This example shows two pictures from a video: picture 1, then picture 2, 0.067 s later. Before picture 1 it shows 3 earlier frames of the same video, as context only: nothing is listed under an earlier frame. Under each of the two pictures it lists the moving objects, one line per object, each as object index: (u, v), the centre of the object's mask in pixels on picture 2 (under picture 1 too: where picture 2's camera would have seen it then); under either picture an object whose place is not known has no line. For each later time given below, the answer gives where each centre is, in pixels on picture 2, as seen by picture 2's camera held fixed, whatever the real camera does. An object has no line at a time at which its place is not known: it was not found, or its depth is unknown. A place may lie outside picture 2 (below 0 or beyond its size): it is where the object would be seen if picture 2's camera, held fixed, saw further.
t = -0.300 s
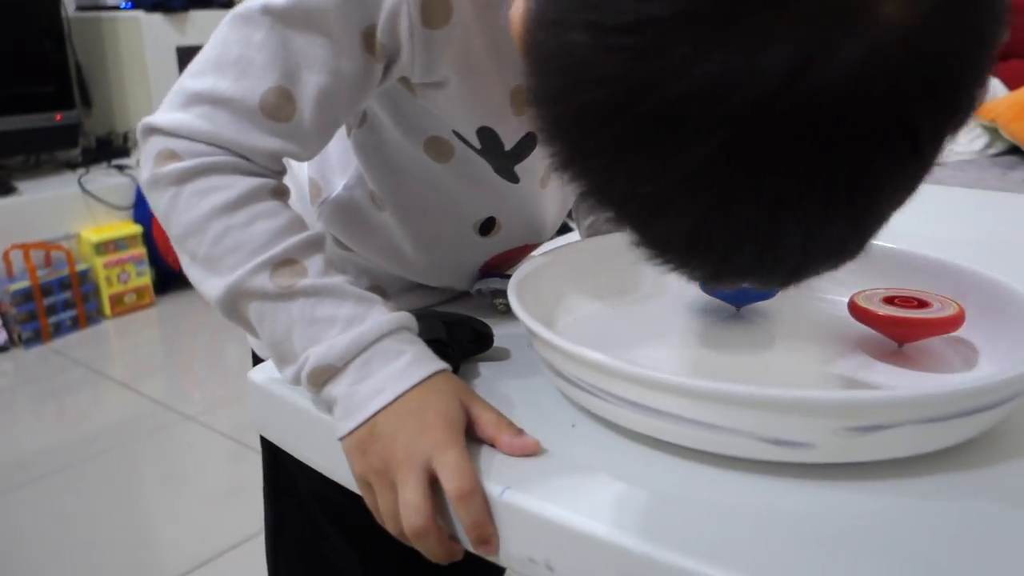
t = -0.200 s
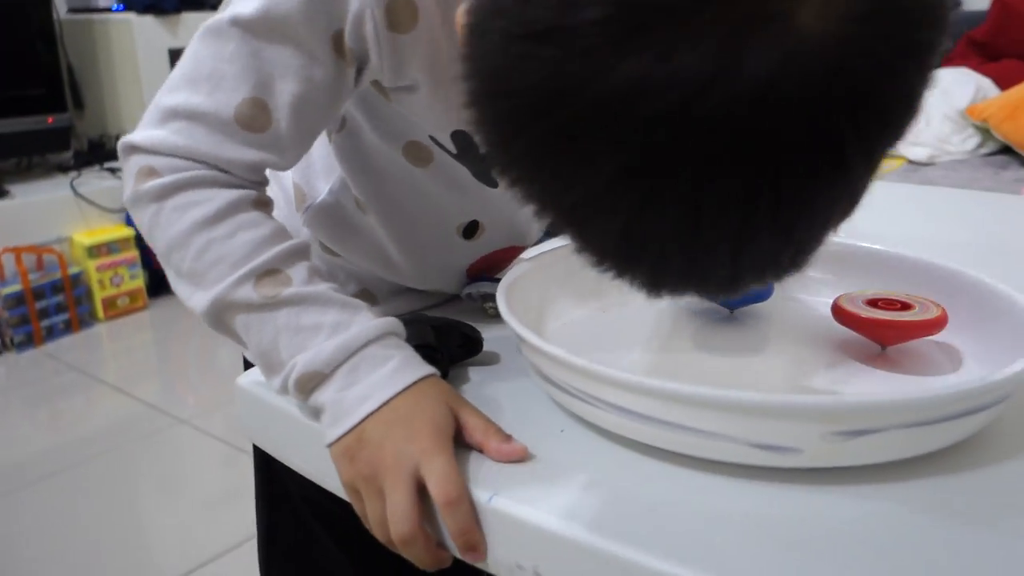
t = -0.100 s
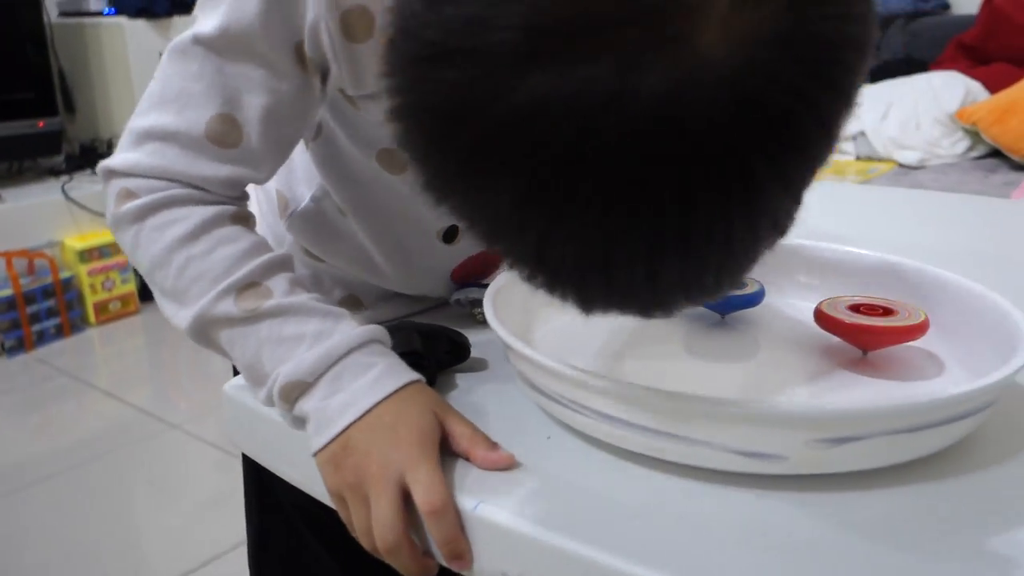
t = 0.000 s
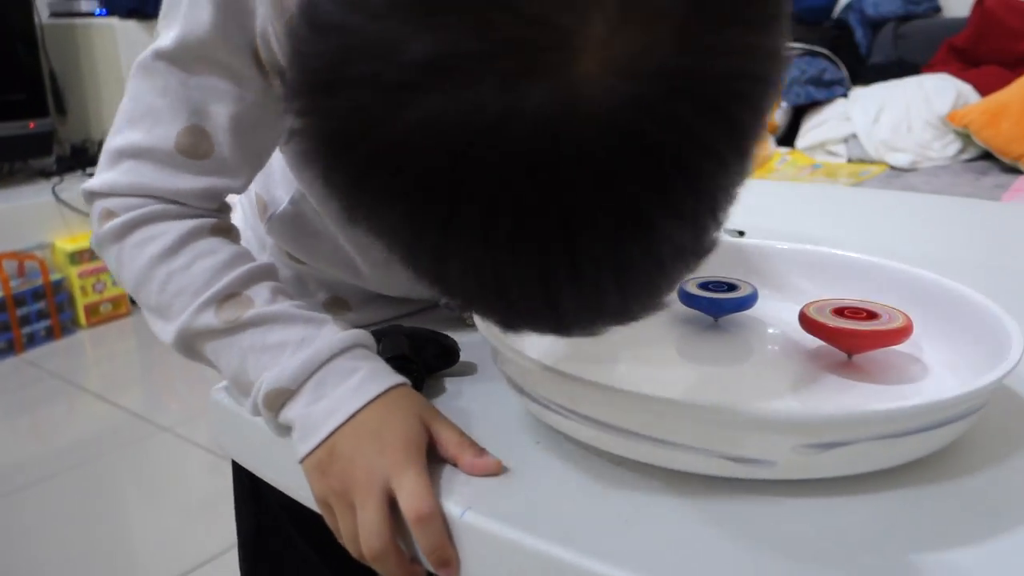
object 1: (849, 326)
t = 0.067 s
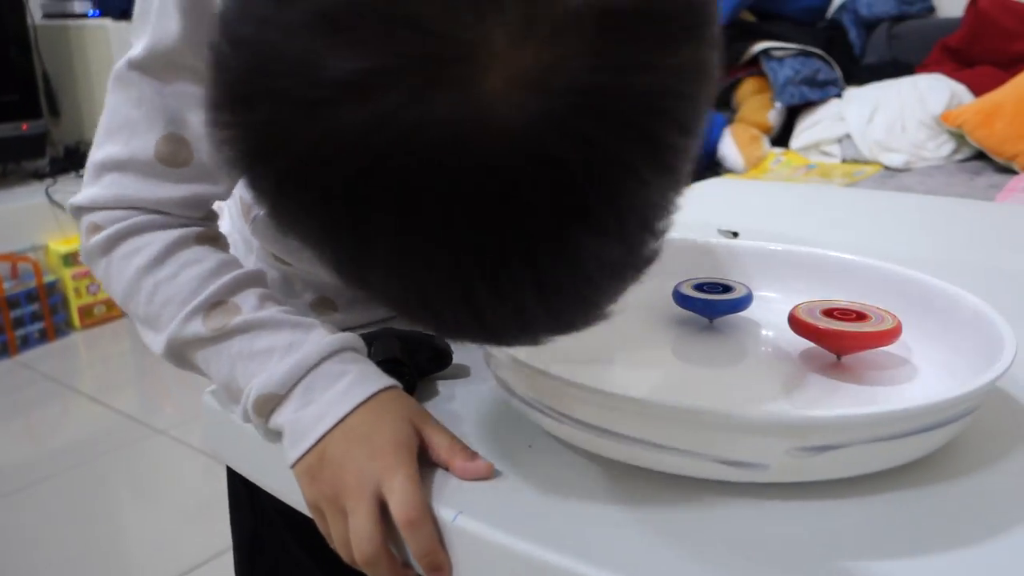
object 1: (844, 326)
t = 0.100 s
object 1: (843, 326)
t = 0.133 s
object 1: (841, 325)
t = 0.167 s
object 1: (840, 325)
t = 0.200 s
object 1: (838, 325)
